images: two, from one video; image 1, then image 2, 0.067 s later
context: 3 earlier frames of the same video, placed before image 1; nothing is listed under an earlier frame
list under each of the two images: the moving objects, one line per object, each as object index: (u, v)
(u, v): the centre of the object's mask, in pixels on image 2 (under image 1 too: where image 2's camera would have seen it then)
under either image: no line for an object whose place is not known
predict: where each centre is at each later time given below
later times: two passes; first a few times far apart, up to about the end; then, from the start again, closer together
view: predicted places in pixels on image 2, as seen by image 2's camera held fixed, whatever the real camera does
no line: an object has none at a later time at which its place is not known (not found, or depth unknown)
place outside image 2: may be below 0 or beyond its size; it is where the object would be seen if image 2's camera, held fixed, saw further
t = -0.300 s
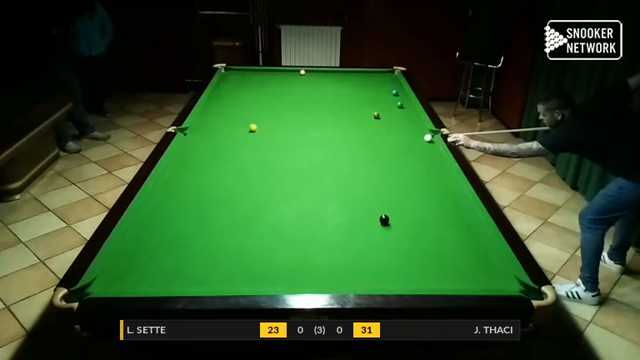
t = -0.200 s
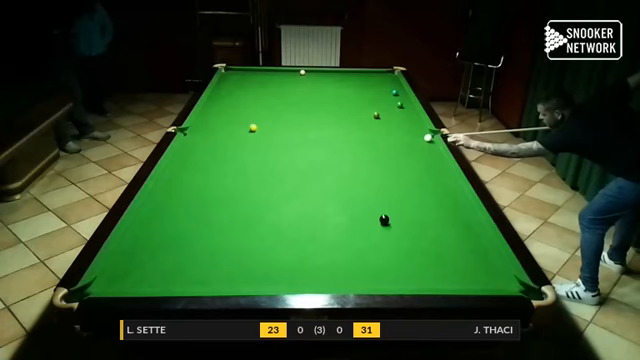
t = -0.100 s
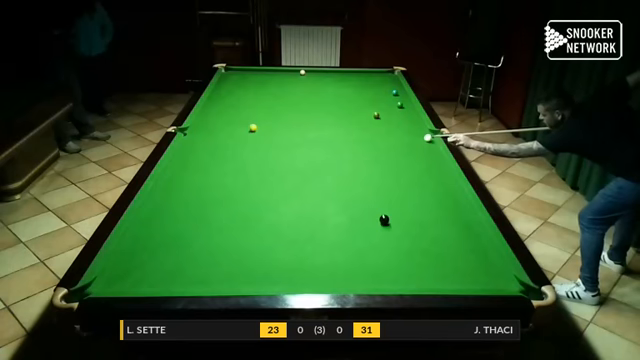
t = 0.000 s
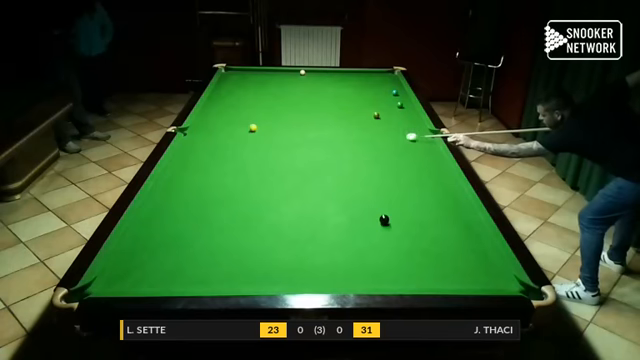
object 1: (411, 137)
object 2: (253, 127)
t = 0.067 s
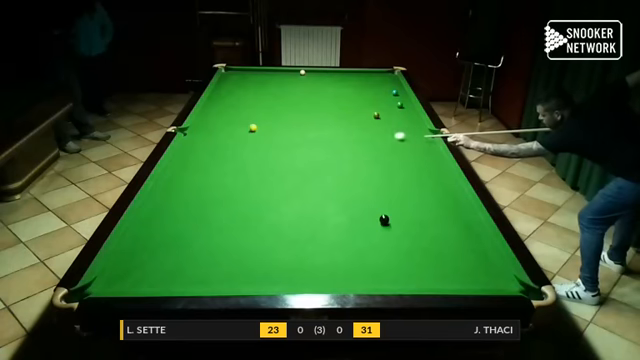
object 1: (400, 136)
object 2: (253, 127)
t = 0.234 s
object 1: (371, 134)
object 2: (253, 128)
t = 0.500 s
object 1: (326, 131)
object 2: (253, 128)
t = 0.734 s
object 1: (289, 129)
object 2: (253, 128)
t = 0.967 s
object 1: (259, 126)
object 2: (246, 128)
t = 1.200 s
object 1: (248, 121)
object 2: (224, 130)
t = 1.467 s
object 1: (236, 117)
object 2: (200, 132)
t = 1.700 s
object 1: (227, 113)
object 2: (188, 132)
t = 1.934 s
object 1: (218, 110)
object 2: (194, 129)
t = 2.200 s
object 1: (209, 106)
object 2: (201, 125)
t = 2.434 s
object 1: (208, 104)
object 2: (206, 122)
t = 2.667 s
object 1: (214, 102)
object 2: (211, 120)
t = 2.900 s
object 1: (219, 100)
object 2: (215, 117)
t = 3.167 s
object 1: (224, 99)
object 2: (219, 115)
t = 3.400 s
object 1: (228, 98)
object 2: (222, 114)
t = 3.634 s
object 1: (232, 97)
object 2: (224, 112)
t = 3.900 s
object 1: (235, 96)
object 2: (227, 111)
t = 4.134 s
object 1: (238, 96)
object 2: (228, 110)
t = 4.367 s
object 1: (239, 95)
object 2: (230, 109)
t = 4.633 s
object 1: (241, 95)
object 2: (231, 109)
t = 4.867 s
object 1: (241, 94)
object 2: (232, 109)
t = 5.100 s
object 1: (241, 94)
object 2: (232, 109)
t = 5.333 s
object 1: (241, 94)
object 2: (232, 109)
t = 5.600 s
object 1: (241, 94)
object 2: (232, 109)
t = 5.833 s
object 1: (242, 94)
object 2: (232, 109)
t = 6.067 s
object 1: (242, 94)
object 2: (232, 109)
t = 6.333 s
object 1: (242, 94)
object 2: (232, 109)
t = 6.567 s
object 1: (242, 94)
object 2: (232, 109)
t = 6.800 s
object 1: (242, 94)
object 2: (232, 108)
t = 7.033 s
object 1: (242, 94)
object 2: (232, 108)
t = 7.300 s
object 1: (242, 94)
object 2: (232, 108)
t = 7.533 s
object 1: (242, 94)
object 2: (232, 109)
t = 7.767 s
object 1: (242, 94)
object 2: (232, 109)
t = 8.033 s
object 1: (242, 94)
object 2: (232, 109)
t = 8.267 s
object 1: (242, 94)
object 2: (232, 109)
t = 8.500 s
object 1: (242, 94)
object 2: (232, 108)
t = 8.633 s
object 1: (242, 94)
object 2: (232, 108)
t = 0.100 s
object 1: (394, 135)
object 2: (253, 128)
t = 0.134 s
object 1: (388, 135)
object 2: (253, 128)
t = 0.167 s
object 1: (382, 135)
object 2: (253, 128)
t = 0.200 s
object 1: (376, 134)
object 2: (253, 128)
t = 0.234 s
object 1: (371, 134)
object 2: (253, 128)
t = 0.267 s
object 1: (365, 133)
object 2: (253, 128)
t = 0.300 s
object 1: (360, 133)
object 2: (253, 128)
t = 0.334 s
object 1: (354, 133)
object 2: (253, 128)
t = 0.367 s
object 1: (348, 132)
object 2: (253, 128)
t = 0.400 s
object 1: (343, 132)
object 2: (253, 128)
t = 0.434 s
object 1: (337, 132)
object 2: (253, 128)
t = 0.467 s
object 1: (332, 132)
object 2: (253, 128)
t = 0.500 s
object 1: (326, 131)
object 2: (253, 128)
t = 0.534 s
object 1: (321, 131)
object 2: (253, 128)
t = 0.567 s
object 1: (315, 130)
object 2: (253, 128)
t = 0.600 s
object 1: (310, 130)
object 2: (253, 128)
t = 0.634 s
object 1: (305, 130)
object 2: (253, 128)
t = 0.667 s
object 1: (299, 129)
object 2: (253, 128)
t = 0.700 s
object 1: (294, 129)
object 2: (253, 128)
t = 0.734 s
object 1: (289, 129)
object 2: (253, 128)
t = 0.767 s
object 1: (284, 128)
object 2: (253, 128)
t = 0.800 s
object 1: (278, 128)
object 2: (253, 128)
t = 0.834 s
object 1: (273, 128)
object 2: (253, 128)
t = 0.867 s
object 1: (268, 127)
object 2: (253, 128)
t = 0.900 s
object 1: (263, 127)
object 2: (252, 128)
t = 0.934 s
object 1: (259, 126)
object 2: (251, 128)
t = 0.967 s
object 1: (259, 126)
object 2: (246, 128)
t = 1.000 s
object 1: (257, 125)
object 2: (243, 129)
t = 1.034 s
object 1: (256, 125)
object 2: (239, 129)
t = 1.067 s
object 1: (254, 124)
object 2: (236, 129)
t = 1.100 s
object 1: (253, 123)
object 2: (232, 129)
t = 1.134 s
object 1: (251, 123)
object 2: (230, 130)
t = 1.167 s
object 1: (249, 122)
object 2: (227, 130)
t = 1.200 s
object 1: (248, 121)
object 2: (224, 130)
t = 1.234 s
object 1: (246, 121)
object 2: (220, 130)
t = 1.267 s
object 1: (245, 120)
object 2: (218, 131)
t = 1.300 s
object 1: (244, 120)
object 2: (214, 131)
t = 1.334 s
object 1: (242, 119)
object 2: (212, 131)
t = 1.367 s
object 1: (241, 118)
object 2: (208, 132)
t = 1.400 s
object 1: (239, 118)
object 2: (206, 132)
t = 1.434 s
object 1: (238, 117)
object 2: (203, 132)
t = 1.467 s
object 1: (236, 117)
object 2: (200, 132)
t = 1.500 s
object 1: (235, 116)
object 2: (196, 132)
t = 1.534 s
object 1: (234, 116)
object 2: (194, 133)
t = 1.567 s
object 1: (232, 115)
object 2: (191, 133)
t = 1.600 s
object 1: (231, 115)
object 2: (188, 133)
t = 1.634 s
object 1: (230, 114)
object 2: (186, 133)
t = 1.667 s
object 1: (228, 114)
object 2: (187, 133)
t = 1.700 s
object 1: (227, 113)
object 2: (188, 132)
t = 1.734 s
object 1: (226, 113)
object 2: (188, 132)
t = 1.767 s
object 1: (225, 112)
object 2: (189, 131)
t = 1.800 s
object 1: (223, 112)
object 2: (190, 131)
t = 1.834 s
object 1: (222, 111)
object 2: (191, 130)
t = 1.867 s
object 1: (221, 111)
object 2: (192, 129)
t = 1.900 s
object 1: (220, 110)
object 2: (193, 129)
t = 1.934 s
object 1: (218, 110)
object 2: (194, 129)
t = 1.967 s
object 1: (217, 109)
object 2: (195, 128)
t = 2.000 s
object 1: (216, 109)
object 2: (196, 128)
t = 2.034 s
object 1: (215, 108)
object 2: (197, 127)
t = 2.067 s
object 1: (214, 108)
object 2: (198, 127)
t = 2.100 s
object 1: (213, 108)
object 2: (199, 126)
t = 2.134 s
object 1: (212, 107)
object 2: (200, 126)
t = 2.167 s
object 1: (211, 107)
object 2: (200, 125)
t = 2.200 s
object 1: (209, 106)
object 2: (201, 125)
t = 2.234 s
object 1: (209, 106)
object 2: (202, 124)
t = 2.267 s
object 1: (208, 105)
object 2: (203, 124)
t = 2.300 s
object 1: (206, 105)
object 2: (203, 124)
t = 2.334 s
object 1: (206, 105)
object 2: (204, 123)
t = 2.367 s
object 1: (206, 104)
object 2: (205, 123)
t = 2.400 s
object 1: (207, 104)
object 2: (205, 123)
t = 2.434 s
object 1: (208, 104)
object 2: (206, 122)
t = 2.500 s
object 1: (210, 103)
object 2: (207, 121)
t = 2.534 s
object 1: (211, 103)
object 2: (208, 121)
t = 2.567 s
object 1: (212, 103)
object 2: (209, 121)
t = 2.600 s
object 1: (212, 102)
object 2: (209, 120)
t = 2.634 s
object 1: (213, 102)
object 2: (210, 120)
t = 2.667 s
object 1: (214, 102)
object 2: (211, 120)
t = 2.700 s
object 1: (215, 102)
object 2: (211, 119)
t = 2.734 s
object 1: (216, 102)
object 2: (212, 119)
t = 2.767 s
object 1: (216, 101)
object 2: (212, 119)
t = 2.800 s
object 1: (217, 101)
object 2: (213, 118)
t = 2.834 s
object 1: (218, 101)
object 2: (213, 118)
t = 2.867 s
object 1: (218, 101)
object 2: (214, 118)
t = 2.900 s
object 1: (219, 100)
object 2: (215, 117)
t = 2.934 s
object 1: (220, 100)
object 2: (215, 117)
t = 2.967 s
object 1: (221, 100)
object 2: (215, 117)
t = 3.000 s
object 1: (221, 100)
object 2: (216, 117)
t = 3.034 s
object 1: (222, 100)
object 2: (217, 116)
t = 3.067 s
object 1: (223, 100)
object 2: (217, 116)
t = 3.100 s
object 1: (223, 99)
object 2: (218, 116)
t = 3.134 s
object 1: (224, 99)
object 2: (218, 115)
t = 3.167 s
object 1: (224, 99)
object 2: (219, 115)
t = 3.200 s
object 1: (225, 99)
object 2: (219, 115)
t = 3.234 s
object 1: (226, 99)
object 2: (220, 115)
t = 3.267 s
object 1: (226, 99)
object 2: (220, 114)
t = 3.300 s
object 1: (227, 99)
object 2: (220, 114)
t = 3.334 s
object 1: (227, 98)
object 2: (221, 114)
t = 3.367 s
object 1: (228, 98)
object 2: (221, 114)
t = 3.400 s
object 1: (228, 98)
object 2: (222, 114)
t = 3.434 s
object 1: (229, 98)
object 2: (222, 113)
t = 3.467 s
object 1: (230, 98)
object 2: (223, 113)
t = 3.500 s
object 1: (230, 98)
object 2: (223, 113)
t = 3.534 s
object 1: (230, 97)
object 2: (223, 113)
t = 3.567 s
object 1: (231, 97)
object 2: (224, 112)
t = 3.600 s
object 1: (231, 97)
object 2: (224, 112)
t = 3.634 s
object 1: (232, 97)
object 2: (224, 112)
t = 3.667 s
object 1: (232, 97)
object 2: (225, 112)
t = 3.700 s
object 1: (233, 97)
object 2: (225, 112)
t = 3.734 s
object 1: (233, 97)
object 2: (225, 111)
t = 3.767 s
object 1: (234, 97)
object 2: (226, 112)
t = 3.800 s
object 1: (234, 96)
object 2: (226, 111)
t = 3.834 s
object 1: (234, 96)
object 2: (226, 111)
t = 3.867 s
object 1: (235, 96)
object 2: (227, 111)
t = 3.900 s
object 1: (235, 96)
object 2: (227, 111)
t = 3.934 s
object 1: (236, 96)
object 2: (227, 111)
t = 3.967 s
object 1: (236, 96)
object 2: (227, 111)
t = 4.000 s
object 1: (236, 96)
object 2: (227, 111)
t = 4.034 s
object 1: (236, 96)
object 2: (228, 110)
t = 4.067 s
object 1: (237, 96)
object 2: (228, 110)
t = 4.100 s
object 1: (237, 95)
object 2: (228, 110)
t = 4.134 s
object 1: (238, 96)
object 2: (228, 110)
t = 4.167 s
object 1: (237, 95)
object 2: (229, 110)
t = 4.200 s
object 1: (238, 95)
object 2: (229, 110)
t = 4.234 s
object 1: (238, 95)
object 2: (229, 110)
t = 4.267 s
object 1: (238, 95)
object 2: (229, 110)
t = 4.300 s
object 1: (239, 95)
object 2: (230, 109)
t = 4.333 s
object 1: (239, 95)
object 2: (230, 109)
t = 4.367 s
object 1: (239, 95)
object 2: (230, 109)
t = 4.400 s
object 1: (239, 95)
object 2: (230, 109)
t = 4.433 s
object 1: (240, 95)
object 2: (230, 109)
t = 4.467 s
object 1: (240, 95)
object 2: (230, 109)
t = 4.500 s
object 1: (240, 95)
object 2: (231, 109)
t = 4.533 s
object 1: (240, 95)
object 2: (231, 109)
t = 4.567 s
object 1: (240, 95)
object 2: (231, 109)
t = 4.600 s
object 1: (240, 95)
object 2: (231, 109)
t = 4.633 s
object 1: (241, 95)
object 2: (231, 109)
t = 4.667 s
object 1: (241, 94)
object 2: (231, 109)
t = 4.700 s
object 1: (241, 95)
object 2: (231, 109)
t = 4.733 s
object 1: (241, 95)
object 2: (231, 109)
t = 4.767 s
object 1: (241, 95)
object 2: (231, 109)
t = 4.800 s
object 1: (241, 95)
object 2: (231, 109)
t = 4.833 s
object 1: (241, 95)
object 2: (231, 109)
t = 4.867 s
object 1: (241, 94)
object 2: (232, 109)
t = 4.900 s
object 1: (241, 94)
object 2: (232, 109)
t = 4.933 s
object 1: (241, 94)
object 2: (232, 109)
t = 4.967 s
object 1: (241, 94)
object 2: (232, 109)
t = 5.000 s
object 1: (241, 94)
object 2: (232, 109)
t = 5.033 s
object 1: (241, 94)
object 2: (232, 109)
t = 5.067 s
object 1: (241, 94)
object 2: (232, 109)
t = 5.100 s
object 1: (241, 94)
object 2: (232, 109)
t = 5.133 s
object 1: (241, 94)
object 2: (232, 109)
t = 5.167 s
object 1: (241, 94)
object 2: (232, 109)
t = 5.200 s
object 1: (241, 94)
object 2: (232, 109)
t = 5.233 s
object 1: (241, 94)
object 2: (232, 109)
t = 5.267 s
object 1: (241, 94)
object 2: (232, 109)
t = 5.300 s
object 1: (241, 94)
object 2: (232, 109)
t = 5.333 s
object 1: (241, 94)
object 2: (232, 109)
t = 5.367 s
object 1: (241, 94)
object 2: (232, 109)
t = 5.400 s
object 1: (241, 94)
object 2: (232, 109)
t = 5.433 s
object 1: (241, 94)
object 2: (232, 109)
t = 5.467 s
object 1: (241, 94)
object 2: (232, 109)
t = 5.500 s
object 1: (241, 94)
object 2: (232, 109)
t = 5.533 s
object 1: (241, 94)
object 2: (232, 109)
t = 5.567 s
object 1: (241, 94)
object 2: (232, 109)
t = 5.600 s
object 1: (241, 94)
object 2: (232, 109)
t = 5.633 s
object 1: (241, 94)
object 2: (232, 109)
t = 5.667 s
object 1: (241, 94)
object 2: (232, 109)
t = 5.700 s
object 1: (241, 94)
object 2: (232, 109)
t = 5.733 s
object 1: (241, 94)
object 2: (232, 109)
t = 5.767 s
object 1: (241, 94)
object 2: (232, 109)
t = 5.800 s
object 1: (242, 94)
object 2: (232, 109)
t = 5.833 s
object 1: (242, 94)
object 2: (232, 109)
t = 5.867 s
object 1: (242, 94)
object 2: (232, 109)
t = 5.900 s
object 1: (241, 94)
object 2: (232, 109)
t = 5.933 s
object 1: (242, 94)
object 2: (232, 109)
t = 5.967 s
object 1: (242, 94)
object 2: (232, 109)
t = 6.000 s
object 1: (242, 94)
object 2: (232, 109)
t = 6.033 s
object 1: (242, 94)
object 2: (232, 109)
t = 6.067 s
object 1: (242, 94)
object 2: (232, 109)
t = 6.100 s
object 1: (242, 94)
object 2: (232, 109)
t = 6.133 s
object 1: (242, 94)
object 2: (232, 109)
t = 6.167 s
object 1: (242, 94)
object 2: (232, 109)
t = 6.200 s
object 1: (242, 94)
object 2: (232, 109)
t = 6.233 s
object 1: (242, 94)
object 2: (232, 109)
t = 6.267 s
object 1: (242, 94)
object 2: (232, 109)
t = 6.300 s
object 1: (242, 94)
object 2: (232, 109)
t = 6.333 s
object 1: (242, 94)
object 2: (232, 109)
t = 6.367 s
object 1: (242, 94)
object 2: (232, 109)
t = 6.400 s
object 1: (242, 94)
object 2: (232, 109)
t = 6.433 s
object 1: (242, 94)
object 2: (232, 109)
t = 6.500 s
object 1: (242, 94)
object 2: (232, 109)
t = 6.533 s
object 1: (242, 94)
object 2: (232, 109)
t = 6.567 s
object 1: (242, 94)
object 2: (232, 109)
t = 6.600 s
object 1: (242, 94)
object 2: (232, 109)
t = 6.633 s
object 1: (242, 94)
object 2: (232, 109)
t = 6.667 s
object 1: (242, 94)
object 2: (232, 109)
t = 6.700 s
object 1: (242, 94)
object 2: (232, 108)
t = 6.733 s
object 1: (242, 94)
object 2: (232, 109)
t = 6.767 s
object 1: (242, 94)
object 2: (232, 108)
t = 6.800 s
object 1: (242, 94)
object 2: (232, 108)
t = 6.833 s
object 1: (242, 94)
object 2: (232, 109)
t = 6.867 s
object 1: (242, 94)
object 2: (232, 108)
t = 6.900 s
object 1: (242, 94)
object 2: (232, 108)
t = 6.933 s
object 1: (242, 94)
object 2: (232, 108)
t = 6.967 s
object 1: (242, 94)
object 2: (232, 108)
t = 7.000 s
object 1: (242, 94)
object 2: (232, 108)
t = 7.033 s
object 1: (242, 94)
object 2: (232, 108)
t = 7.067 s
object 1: (242, 94)
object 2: (232, 108)
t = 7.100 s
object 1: (242, 94)
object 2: (232, 108)
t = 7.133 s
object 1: (242, 94)
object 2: (232, 108)
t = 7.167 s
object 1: (242, 94)
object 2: (232, 108)
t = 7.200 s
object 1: (242, 94)
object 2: (232, 108)
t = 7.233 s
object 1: (242, 94)
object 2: (232, 108)
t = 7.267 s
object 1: (242, 94)
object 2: (232, 108)
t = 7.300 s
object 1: (242, 94)
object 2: (232, 108)
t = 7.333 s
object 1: (242, 94)
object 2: (232, 108)
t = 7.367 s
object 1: (242, 94)
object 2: (232, 108)
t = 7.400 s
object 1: (242, 94)
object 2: (232, 108)
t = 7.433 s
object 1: (242, 94)
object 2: (232, 108)
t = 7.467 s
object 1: (242, 94)
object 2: (232, 108)
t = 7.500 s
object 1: (242, 94)
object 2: (232, 108)
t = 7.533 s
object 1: (242, 94)
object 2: (232, 109)
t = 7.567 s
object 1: (242, 94)
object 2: (232, 108)
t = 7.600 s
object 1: (242, 94)
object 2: (232, 108)
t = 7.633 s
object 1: (242, 94)
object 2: (232, 109)
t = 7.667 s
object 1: (242, 94)
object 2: (232, 109)
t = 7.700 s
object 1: (242, 94)
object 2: (232, 108)
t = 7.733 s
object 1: (242, 94)
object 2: (232, 108)
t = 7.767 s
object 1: (242, 94)
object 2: (232, 109)
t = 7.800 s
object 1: (242, 94)
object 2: (232, 108)
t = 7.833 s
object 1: (242, 94)
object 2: (232, 109)
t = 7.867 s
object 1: (242, 94)
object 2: (232, 109)
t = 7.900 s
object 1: (242, 94)
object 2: (232, 108)
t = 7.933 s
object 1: (242, 94)
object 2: (232, 108)
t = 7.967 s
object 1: (242, 94)
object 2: (232, 109)
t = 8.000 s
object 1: (242, 94)
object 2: (232, 108)
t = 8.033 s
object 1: (242, 94)
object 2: (232, 109)
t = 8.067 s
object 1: (242, 94)
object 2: (232, 109)
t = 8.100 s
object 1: (242, 94)
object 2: (232, 108)
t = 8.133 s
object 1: (242, 94)
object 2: (232, 109)
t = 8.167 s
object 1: (242, 94)
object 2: (232, 109)
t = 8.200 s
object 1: (242, 94)
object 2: (232, 109)
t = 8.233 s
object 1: (242, 94)
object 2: (232, 109)
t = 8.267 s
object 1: (242, 94)
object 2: (232, 109)
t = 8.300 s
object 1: (242, 94)
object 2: (232, 108)
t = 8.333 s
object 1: (242, 94)
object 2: (232, 109)
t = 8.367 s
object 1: (242, 94)
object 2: (232, 108)
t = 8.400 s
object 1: (242, 94)
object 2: (232, 109)
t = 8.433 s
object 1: (242, 94)
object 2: (232, 108)
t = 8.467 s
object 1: (242, 94)
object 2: (232, 108)
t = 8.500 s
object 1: (242, 94)
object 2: (232, 108)
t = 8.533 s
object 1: (242, 94)
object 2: (232, 109)
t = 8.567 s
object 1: (242, 94)
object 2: (232, 108)
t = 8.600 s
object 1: (242, 94)
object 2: (232, 109)
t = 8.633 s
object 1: (242, 94)
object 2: (232, 108)
